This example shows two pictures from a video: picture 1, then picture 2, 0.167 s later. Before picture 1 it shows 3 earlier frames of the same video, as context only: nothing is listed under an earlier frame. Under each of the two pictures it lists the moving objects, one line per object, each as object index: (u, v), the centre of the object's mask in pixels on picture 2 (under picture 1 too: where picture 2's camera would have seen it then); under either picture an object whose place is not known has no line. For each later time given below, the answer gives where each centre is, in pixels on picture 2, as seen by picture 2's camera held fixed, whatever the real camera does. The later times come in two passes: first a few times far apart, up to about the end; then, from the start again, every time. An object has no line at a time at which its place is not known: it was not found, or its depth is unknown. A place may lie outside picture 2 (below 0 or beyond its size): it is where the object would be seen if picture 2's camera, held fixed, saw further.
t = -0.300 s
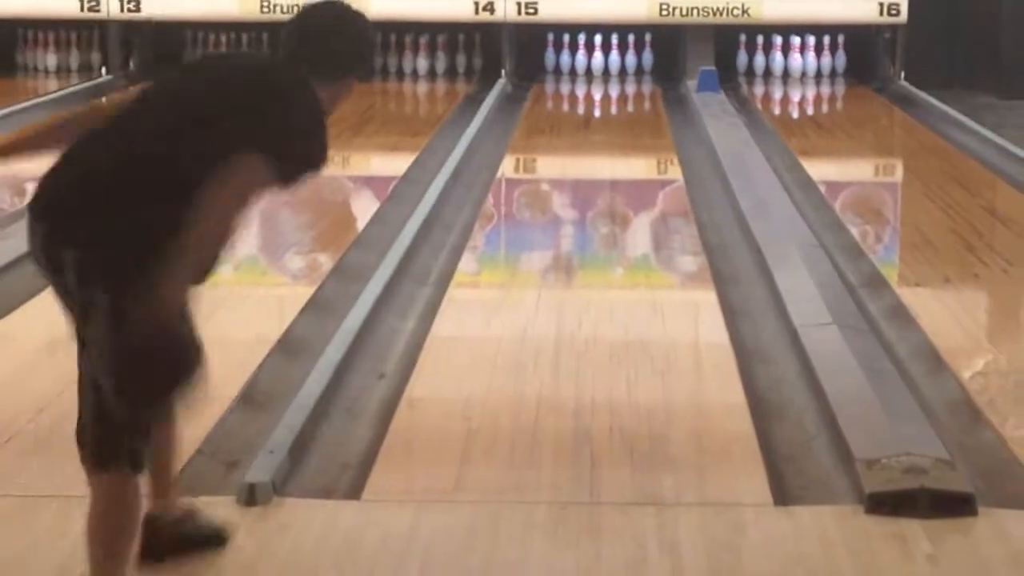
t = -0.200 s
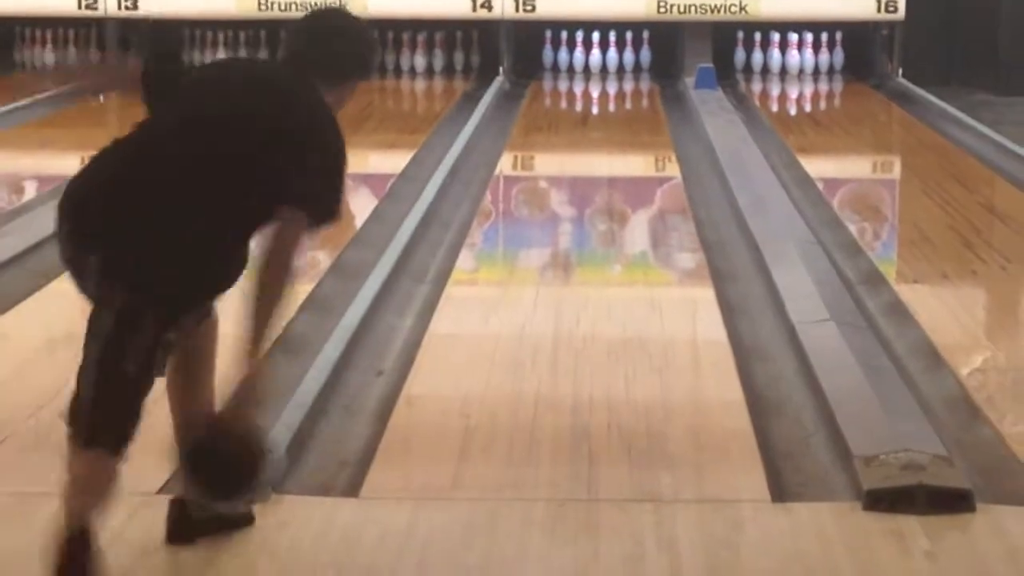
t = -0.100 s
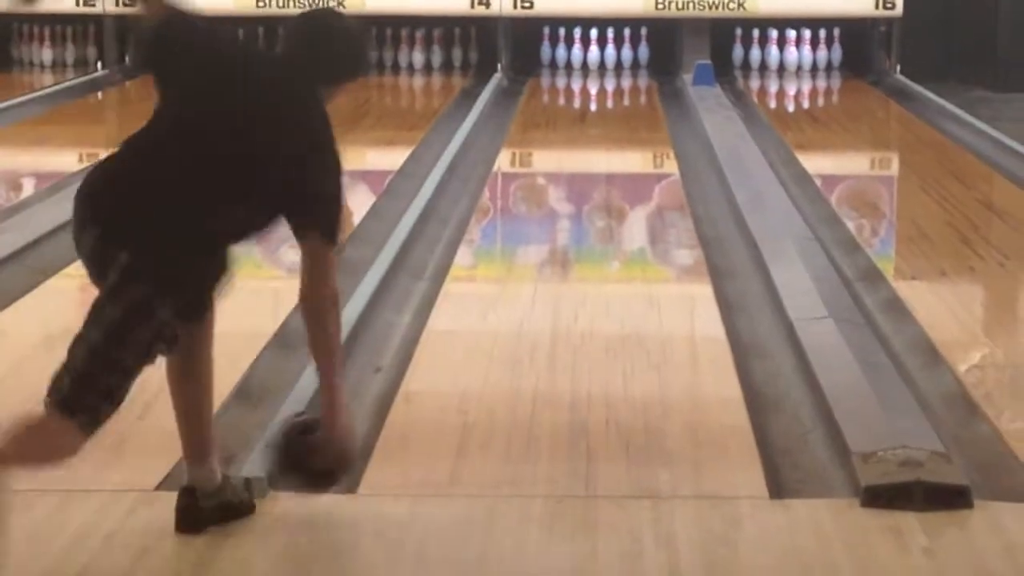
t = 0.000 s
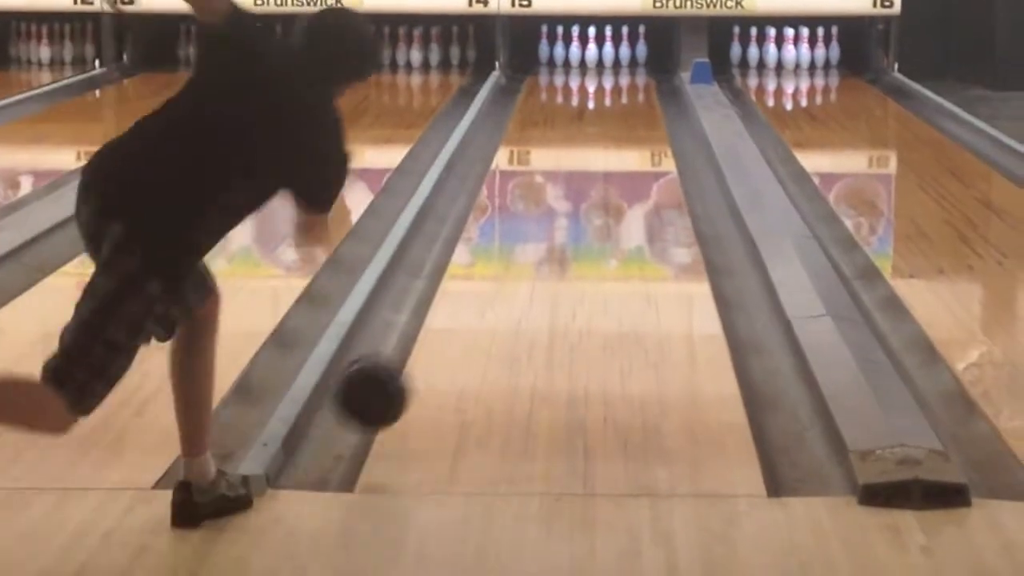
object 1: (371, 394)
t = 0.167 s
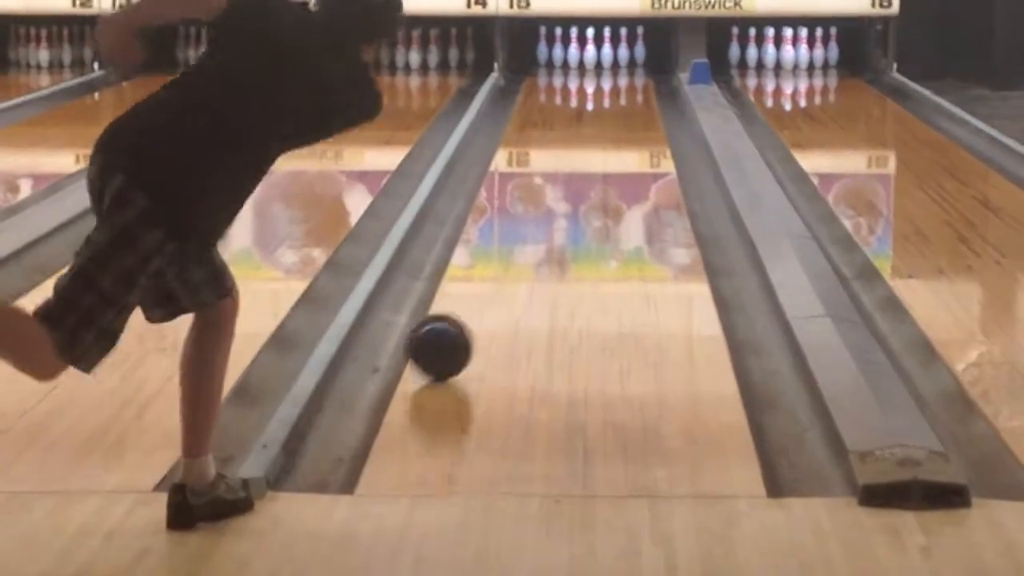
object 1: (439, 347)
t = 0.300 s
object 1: (481, 302)
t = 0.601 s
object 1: (546, 229)
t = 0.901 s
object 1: (588, 179)
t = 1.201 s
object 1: (616, 143)
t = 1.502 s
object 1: (633, 115)
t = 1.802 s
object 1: (637, 95)
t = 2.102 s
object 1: (624, 76)
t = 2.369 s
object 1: (606, 64)
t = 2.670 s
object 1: (590, 57)
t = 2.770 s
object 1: (579, 57)
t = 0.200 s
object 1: (451, 335)
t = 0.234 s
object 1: (462, 323)
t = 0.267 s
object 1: (472, 312)
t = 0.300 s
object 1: (481, 302)
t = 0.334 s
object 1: (490, 291)
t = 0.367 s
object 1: (498, 282)
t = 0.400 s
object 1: (506, 274)
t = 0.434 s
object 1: (513, 265)
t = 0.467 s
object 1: (520, 257)
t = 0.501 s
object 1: (527, 249)
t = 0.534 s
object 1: (534, 242)
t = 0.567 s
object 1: (540, 236)
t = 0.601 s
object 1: (546, 229)
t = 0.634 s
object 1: (551, 223)
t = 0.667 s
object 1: (557, 217)
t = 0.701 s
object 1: (562, 211)
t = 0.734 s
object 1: (567, 205)
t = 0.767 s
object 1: (572, 199)
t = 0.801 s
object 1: (576, 194)
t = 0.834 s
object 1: (580, 189)
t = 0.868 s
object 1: (584, 184)
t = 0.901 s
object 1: (588, 179)
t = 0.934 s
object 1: (592, 174)
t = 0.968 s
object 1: (595, 170)
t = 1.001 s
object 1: (599, 166)
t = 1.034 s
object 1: (602, 161)
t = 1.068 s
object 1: (605, 157)
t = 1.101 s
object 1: (608, 153)
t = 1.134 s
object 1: (611, 149)
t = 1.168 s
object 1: (613, 146)
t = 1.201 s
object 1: (616, 143)
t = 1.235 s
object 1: (619, 139)
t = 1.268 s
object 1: (621, 135)
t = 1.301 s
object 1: (623, 133)
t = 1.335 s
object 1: (625, 129)
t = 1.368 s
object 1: (627, 127)
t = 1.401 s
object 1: (629, 124)
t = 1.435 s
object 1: (631, 121)
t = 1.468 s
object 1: (632, 118)
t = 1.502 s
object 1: (633, 115)
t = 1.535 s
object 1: (634, 112)
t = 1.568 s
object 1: (635, 110)
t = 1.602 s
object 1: (635, 108)
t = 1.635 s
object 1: (636, 105)
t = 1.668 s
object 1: (637, 103)
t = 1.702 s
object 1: (637, 100)
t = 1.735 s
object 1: (637, 98)
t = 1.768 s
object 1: (637, 96)
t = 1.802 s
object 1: (637, 95)
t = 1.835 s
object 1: (636, 92)
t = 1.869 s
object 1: (636, 89)
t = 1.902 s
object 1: (635, 88)
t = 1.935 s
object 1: (633, 85)
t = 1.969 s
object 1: (632, 83)
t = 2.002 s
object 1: (631, 81)
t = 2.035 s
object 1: (629, 79)
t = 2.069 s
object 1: (626, 77)
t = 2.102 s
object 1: (624, 76)
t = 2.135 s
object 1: (621, 74)
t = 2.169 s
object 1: (620, 72)
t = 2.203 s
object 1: (617, 70)
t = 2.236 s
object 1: (614, 69)
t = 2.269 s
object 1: (612, 68)
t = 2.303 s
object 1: (610, 67)
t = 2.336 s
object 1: (607, 65)
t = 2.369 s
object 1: (606, 64)
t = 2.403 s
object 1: (604, 63)
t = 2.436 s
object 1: (601, 62)
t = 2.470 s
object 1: (598, 61)
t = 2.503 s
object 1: (595, 60)
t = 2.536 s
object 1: (595, 59)
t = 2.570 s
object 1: (594, 58)
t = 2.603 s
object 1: (592, 57)
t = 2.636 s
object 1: (590, 57)
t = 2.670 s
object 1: (590, 57)
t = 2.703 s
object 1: (586, 57)
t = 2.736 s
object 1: (580, 57)
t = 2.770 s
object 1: (579, 57)
